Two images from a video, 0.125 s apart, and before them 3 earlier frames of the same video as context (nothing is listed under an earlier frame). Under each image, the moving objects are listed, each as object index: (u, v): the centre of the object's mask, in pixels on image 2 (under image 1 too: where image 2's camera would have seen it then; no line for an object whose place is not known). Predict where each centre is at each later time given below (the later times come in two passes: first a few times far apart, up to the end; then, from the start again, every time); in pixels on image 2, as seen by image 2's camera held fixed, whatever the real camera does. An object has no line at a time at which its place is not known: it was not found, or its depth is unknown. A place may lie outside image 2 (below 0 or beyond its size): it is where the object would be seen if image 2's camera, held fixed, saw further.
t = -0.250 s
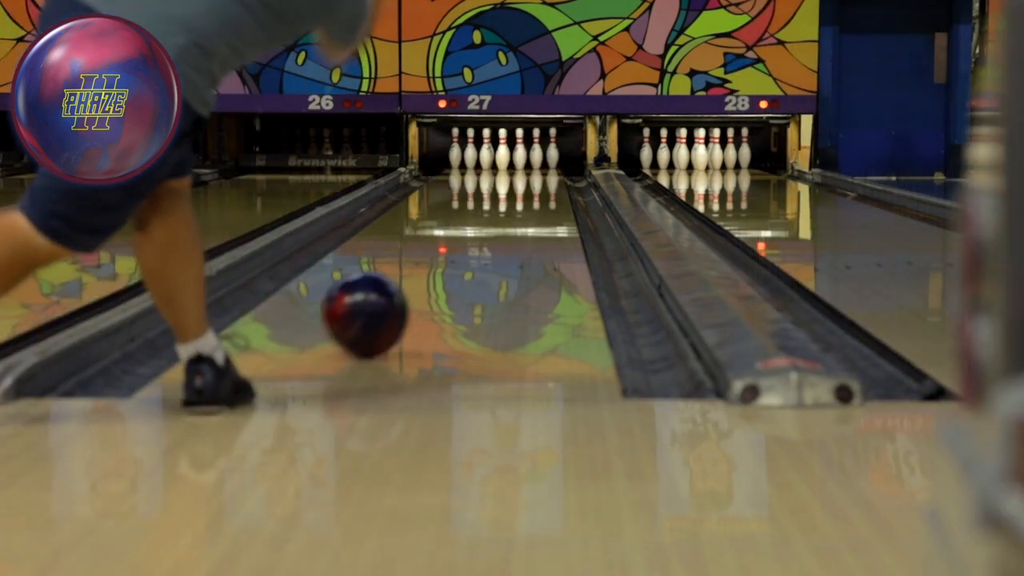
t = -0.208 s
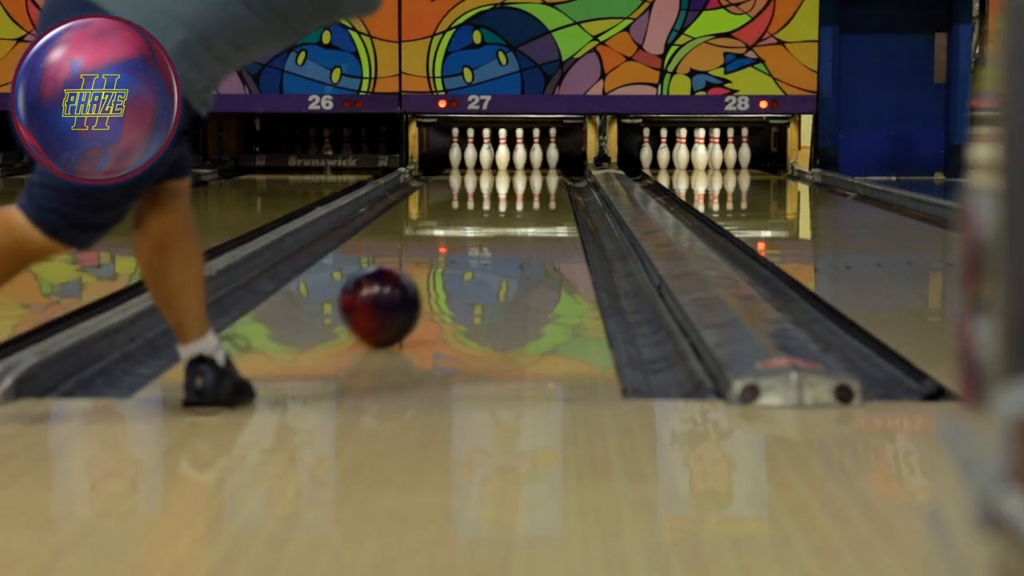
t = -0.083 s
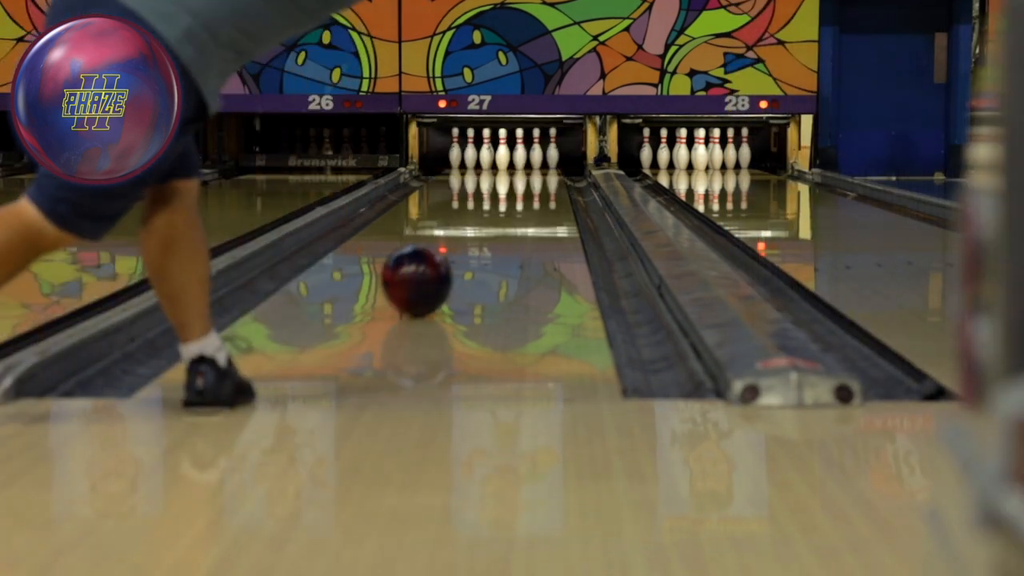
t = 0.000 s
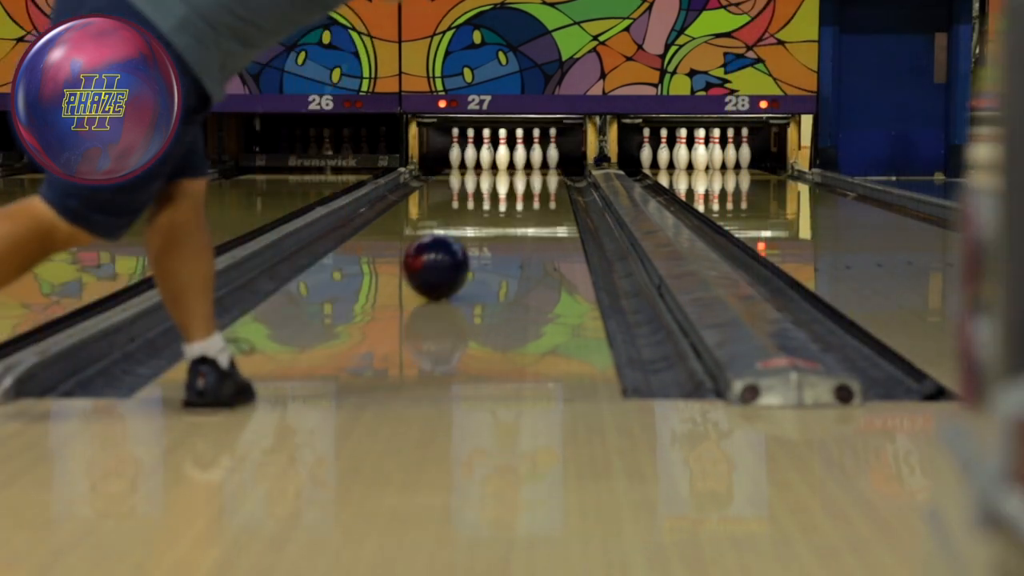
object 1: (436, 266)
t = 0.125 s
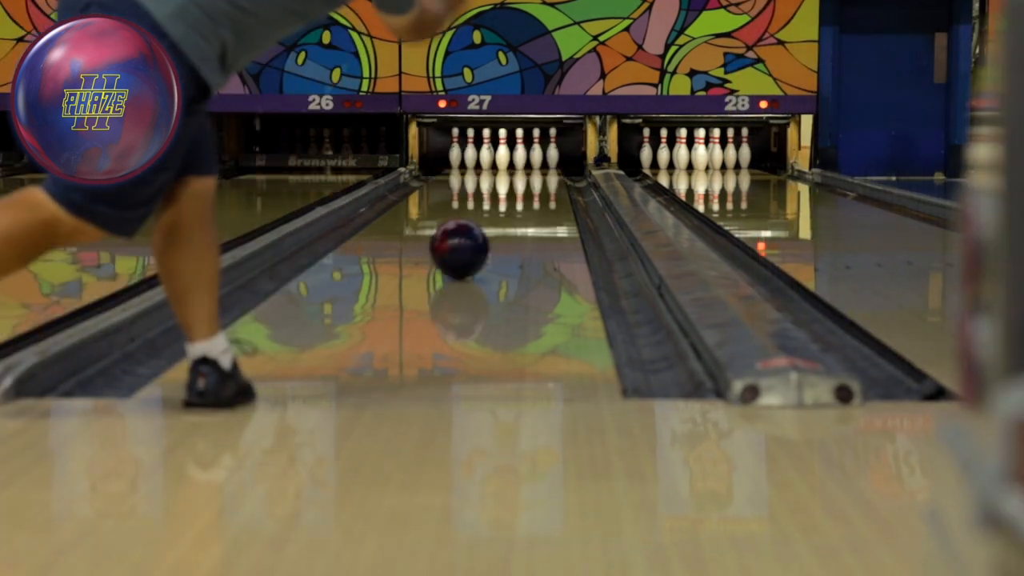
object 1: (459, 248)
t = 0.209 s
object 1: (472, 239)
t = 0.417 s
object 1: (497, 221)
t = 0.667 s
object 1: (519, 203)
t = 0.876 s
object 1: (531, 192)
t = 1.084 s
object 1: (541, 184)
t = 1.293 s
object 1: (546, 177)
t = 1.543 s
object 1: (546, 170)
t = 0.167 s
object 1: (466, 243)
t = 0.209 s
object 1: (472, 239)
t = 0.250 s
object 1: (478, 235)
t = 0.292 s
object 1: (483, 231)
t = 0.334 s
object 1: (488, 227)
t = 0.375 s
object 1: (493, 224)
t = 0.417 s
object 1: (497, 221)
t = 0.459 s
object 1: (502, 218)
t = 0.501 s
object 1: (506, 214)
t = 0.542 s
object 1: (509, 211)
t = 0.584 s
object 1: (512, 208)
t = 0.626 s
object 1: (516, 206)
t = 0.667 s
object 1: (519, 203)
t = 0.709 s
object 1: (522, 201)
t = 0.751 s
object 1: (524, 199)
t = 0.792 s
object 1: (527, 196)
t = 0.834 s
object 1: (529, 194)
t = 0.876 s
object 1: (531, 192)
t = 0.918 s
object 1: (533, 191)
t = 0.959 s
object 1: (535, 189)
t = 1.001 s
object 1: (537, 187)
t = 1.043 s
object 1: (539, 185)
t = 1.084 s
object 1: (541, 184)
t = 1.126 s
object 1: (542, 182)
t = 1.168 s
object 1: (543, 181)
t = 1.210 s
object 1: (544, 179)
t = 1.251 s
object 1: (545, 178)
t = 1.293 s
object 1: (546, 177)
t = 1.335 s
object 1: (547, 175)
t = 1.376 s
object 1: (547, 174)
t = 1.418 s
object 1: (547, 173)
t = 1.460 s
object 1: (547, 172)
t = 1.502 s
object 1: (547, 171)
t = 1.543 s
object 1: (546, 170)
